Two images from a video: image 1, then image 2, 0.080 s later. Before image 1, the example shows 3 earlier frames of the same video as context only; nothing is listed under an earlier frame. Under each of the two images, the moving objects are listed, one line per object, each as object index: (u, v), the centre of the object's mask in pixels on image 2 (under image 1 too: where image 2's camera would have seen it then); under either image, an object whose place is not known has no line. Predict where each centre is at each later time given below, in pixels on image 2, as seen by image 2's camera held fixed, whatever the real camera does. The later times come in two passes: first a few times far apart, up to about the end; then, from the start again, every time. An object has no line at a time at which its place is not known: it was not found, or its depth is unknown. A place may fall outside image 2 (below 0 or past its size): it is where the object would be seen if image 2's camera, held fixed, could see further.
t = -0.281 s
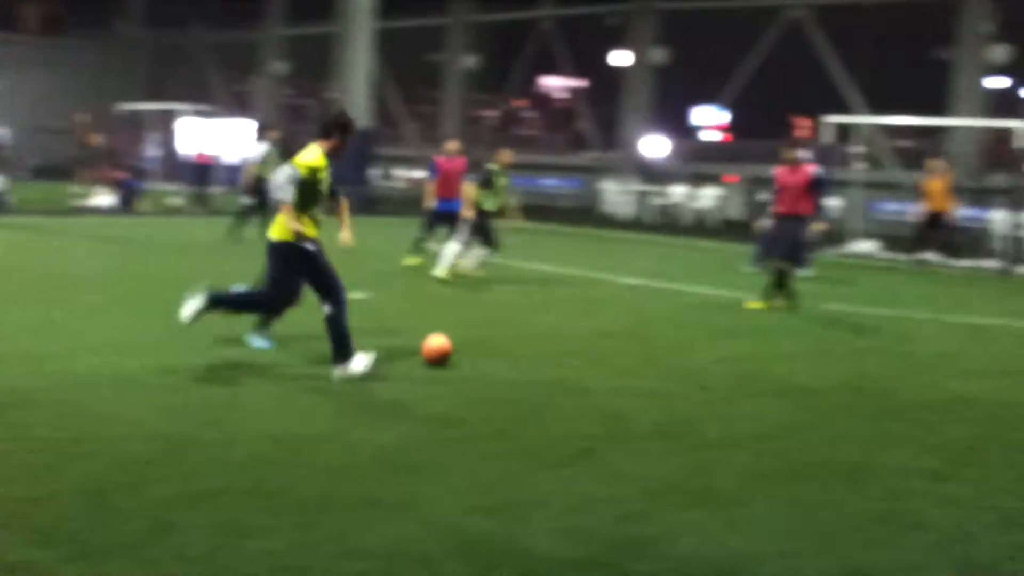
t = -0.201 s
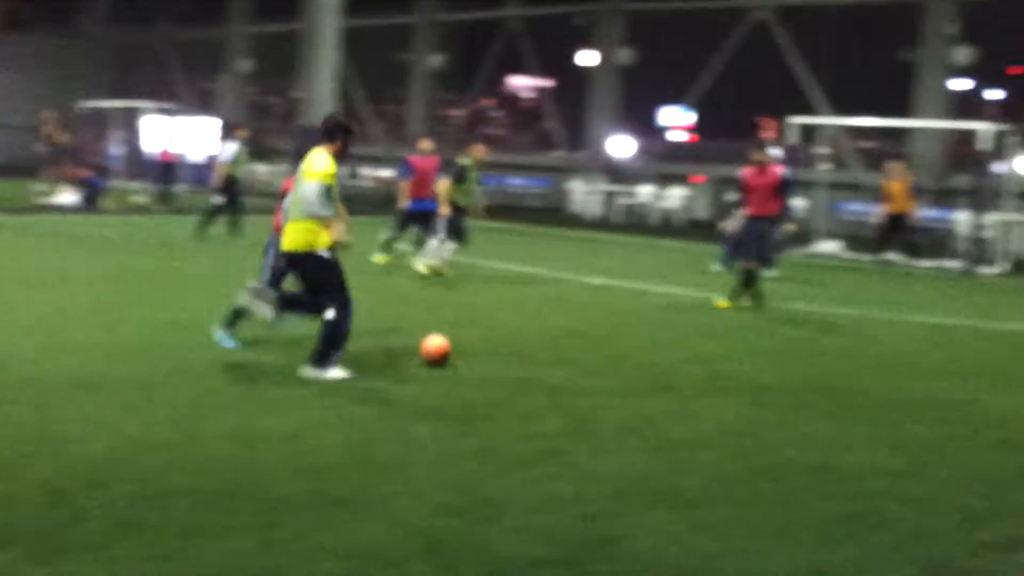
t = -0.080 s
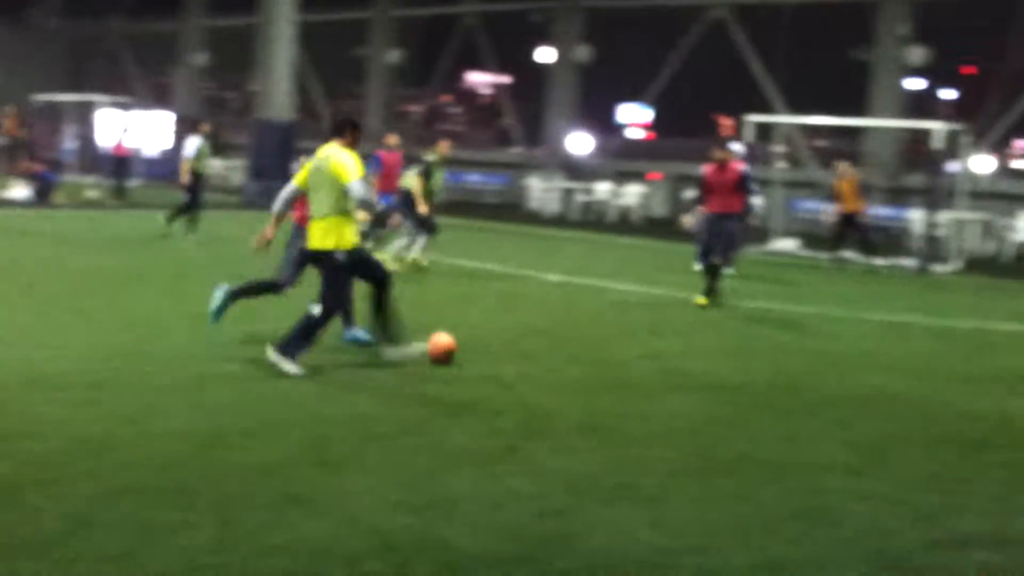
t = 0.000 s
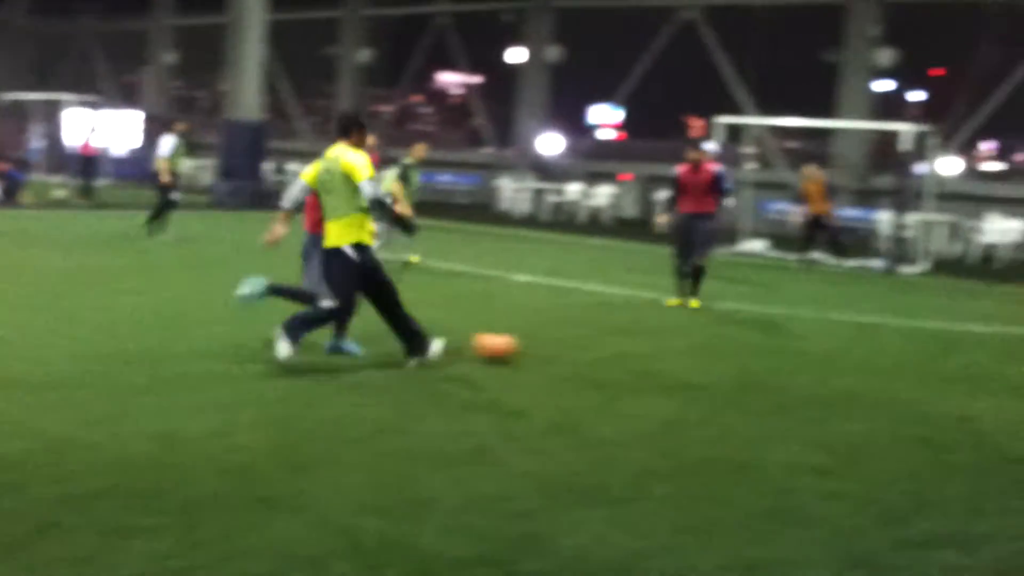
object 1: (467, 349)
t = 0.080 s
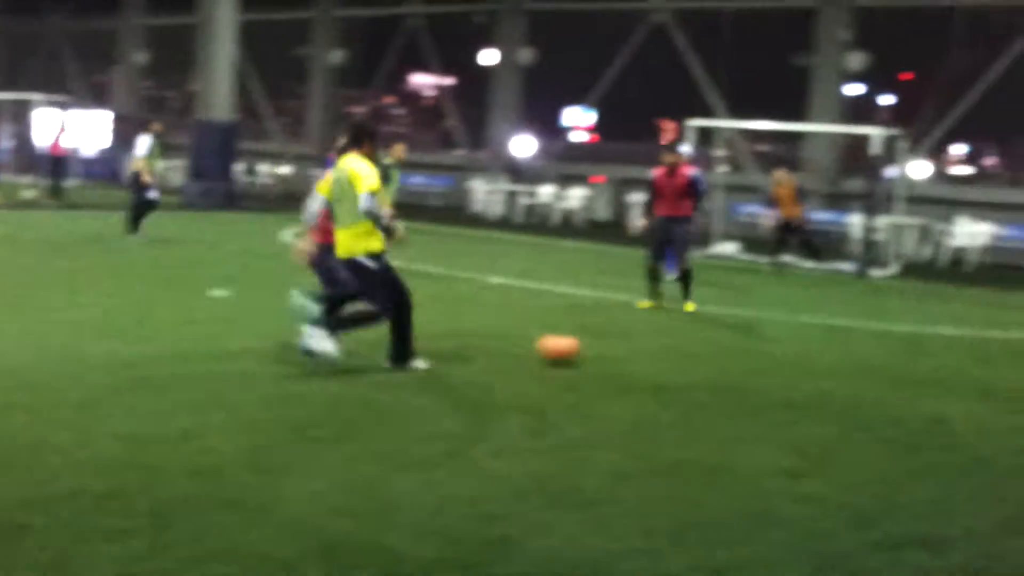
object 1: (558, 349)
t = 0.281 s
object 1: (742, 349)
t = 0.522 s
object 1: (913, 346)
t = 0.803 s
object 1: (1081, 348)
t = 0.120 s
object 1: (599, 349)
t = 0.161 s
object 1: (639, 349)
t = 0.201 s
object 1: (675, 349)
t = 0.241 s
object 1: (709, 348)
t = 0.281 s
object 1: (742, 349)
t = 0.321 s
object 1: (775, 350)
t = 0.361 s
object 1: (803, 349)
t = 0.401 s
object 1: (833, 349)
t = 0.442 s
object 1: (861, 349)
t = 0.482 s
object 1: (887, 347)
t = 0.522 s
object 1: (913, 346)
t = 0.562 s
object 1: (938, 348)
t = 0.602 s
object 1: (964, 349)
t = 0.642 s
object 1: (988, 349)
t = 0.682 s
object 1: (1011, 349)
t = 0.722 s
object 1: (1035, 350)
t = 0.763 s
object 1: (1059, 349)
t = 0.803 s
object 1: (1081, 348)
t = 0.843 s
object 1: (1103, 349)
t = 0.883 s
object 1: (1124, 351)
